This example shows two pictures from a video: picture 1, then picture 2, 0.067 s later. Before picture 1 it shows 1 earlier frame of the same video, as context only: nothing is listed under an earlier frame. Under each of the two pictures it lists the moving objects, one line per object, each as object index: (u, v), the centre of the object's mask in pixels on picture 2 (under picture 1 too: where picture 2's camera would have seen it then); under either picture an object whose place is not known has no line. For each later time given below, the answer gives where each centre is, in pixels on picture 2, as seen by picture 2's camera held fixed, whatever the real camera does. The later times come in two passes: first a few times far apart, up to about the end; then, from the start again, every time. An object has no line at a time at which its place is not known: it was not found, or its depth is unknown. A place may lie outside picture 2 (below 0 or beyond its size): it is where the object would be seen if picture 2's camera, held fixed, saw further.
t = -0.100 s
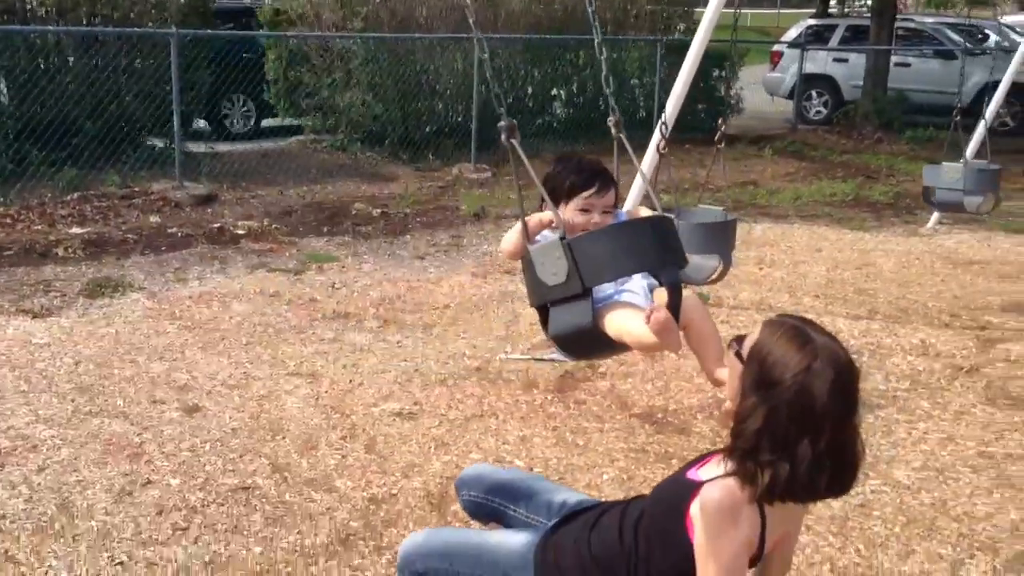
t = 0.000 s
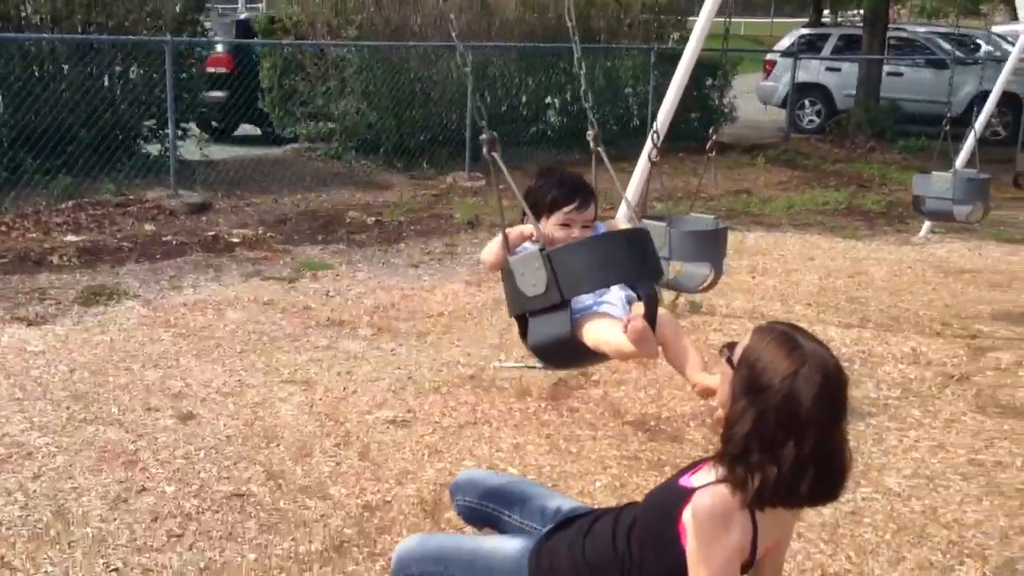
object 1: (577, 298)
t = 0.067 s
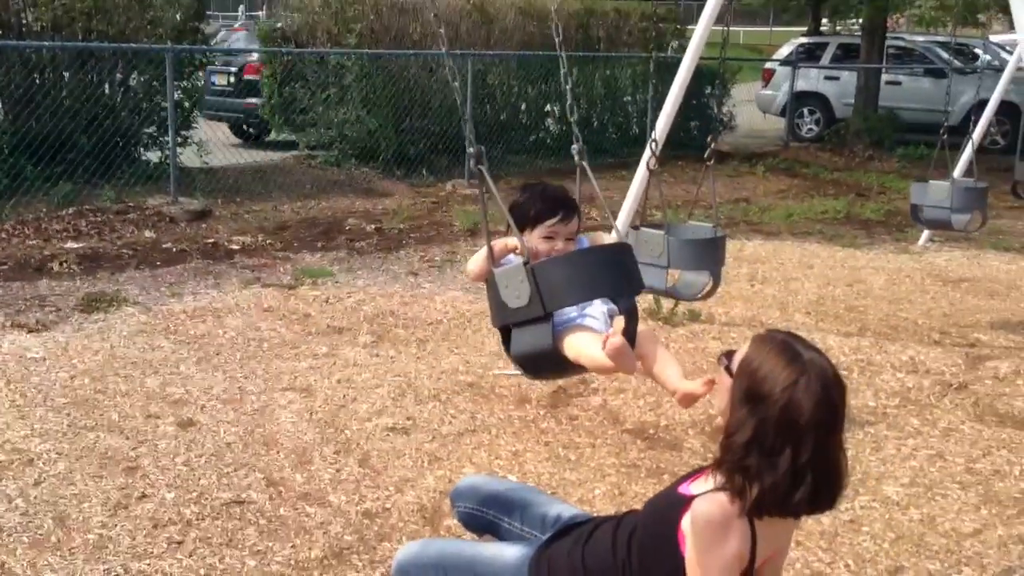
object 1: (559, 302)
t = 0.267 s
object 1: (487, 316)
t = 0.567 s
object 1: (352, 304)
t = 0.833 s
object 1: (261, 257)
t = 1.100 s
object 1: (217, 219)
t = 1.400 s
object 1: (228, 228)
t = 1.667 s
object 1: (292, 272)
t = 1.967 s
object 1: (411, 314)
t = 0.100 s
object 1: (550, 305)
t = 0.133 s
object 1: (539, 307)
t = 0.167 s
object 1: (528, 310)
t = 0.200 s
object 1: (515, 313)
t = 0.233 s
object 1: (501, 315)
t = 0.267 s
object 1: (487, 316)
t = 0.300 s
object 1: (472, 317)
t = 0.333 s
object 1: (457, 318)
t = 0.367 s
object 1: (442, 318)
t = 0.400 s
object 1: (427, 317)
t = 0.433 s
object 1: (411, 316)
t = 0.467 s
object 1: (396, 313)
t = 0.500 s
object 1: (381, 311)
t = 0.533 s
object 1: (366, 307)
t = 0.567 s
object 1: (352, 304)
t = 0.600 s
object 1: (338, 299)
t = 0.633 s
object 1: (325, 294)
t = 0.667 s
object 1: (313, 289)
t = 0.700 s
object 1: (301, 283)
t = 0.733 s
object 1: (289, 276)
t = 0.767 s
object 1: (279, 270)
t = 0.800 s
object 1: (271, 263)
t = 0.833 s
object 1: (261, 257)
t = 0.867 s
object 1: (253, 251)
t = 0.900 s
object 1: (245, 245)
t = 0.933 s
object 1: (239, 239)
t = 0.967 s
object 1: (234, 235)
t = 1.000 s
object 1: (228, 230)
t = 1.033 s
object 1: (224, 226)
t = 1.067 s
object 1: (219, 222)
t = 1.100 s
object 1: (217, 219)
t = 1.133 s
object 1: (214, 217)
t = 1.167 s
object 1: (212, 216)
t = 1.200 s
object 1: (213, 215)
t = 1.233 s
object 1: (213, 216)
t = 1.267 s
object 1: (213, 216)
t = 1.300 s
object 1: (215, 218)
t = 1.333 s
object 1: (218, 220)
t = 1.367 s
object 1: (222, 223)
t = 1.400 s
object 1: (228, 228)
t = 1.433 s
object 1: (232, 232)
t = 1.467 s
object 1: (238, 236)
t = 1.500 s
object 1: (244, 241)
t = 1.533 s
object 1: (252, 247)
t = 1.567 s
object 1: (261, 253)
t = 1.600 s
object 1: (270, 260)
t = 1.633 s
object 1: (281, 266)
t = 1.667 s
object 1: (292, 272)
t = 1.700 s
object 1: (302, 278)
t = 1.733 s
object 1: (313, 284)
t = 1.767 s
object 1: (327, 290)
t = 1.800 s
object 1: (340, 295)
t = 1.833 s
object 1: (353, 300)
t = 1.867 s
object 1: (367, 305)
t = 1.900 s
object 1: (381, 309)
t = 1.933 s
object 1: (396, 312)
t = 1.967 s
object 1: (411, 314)
